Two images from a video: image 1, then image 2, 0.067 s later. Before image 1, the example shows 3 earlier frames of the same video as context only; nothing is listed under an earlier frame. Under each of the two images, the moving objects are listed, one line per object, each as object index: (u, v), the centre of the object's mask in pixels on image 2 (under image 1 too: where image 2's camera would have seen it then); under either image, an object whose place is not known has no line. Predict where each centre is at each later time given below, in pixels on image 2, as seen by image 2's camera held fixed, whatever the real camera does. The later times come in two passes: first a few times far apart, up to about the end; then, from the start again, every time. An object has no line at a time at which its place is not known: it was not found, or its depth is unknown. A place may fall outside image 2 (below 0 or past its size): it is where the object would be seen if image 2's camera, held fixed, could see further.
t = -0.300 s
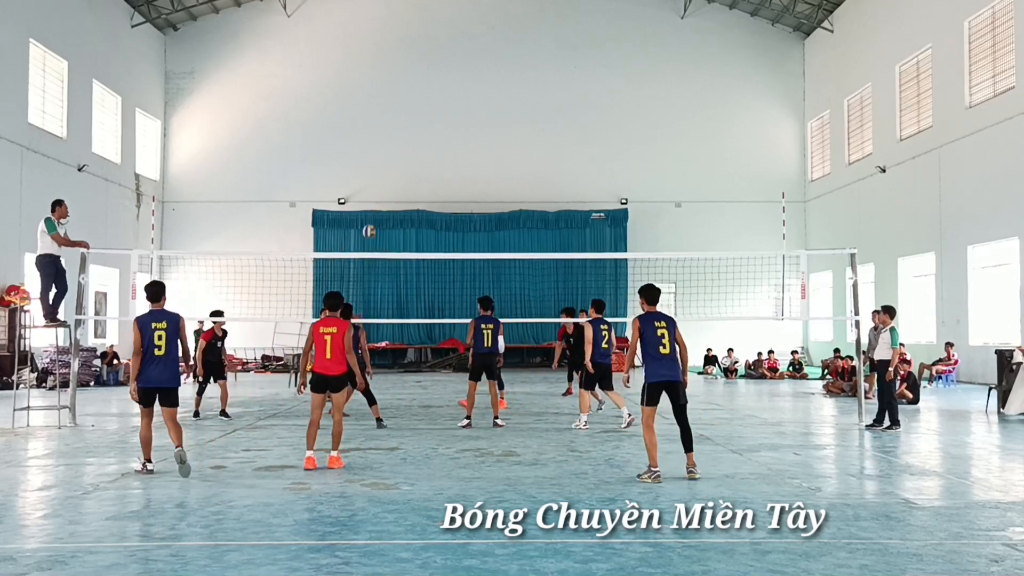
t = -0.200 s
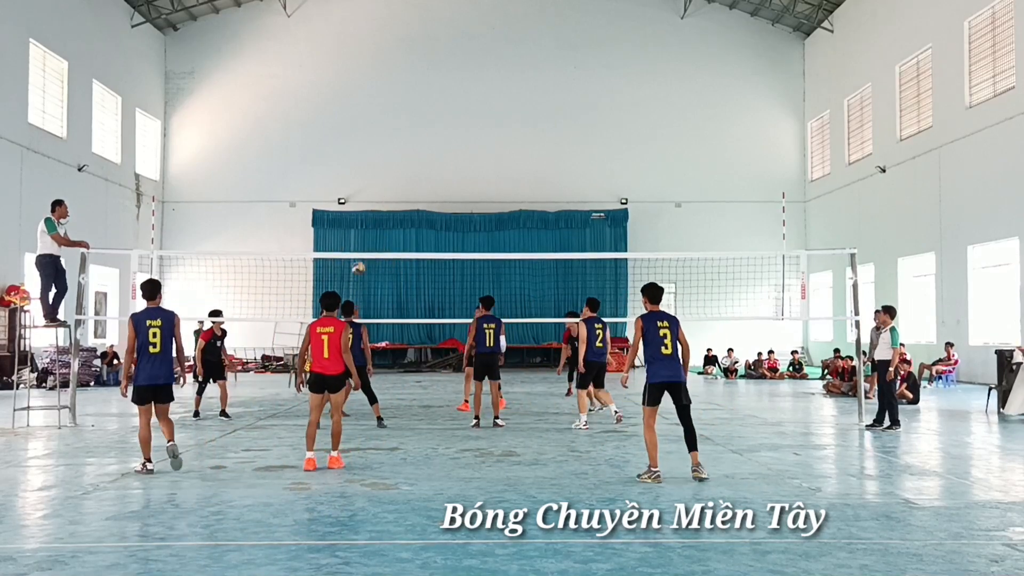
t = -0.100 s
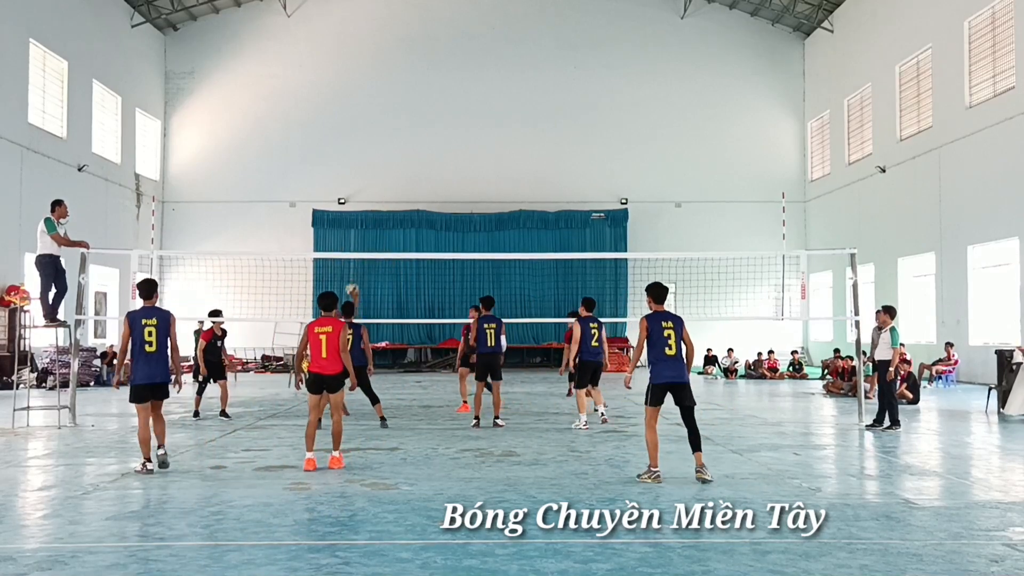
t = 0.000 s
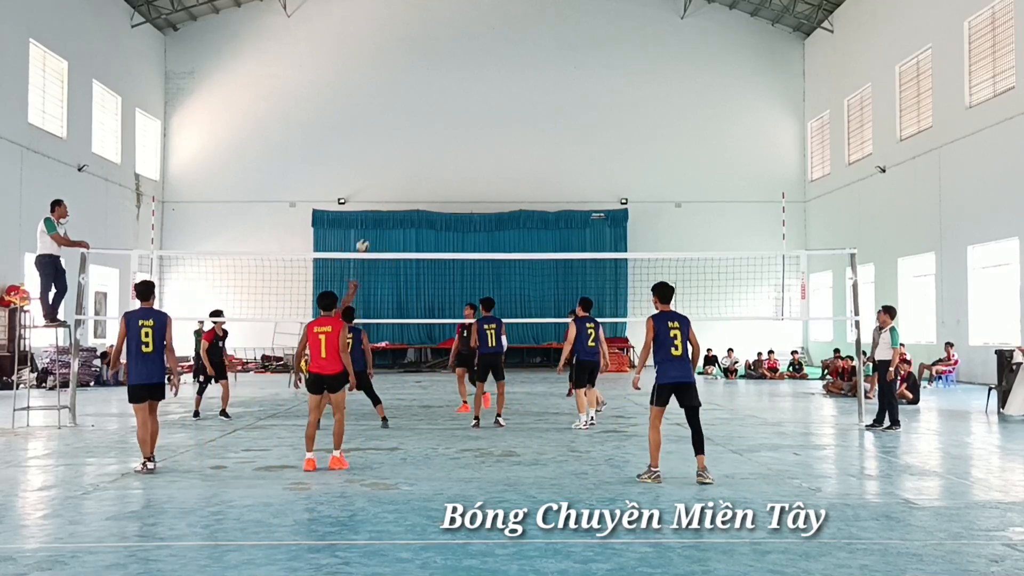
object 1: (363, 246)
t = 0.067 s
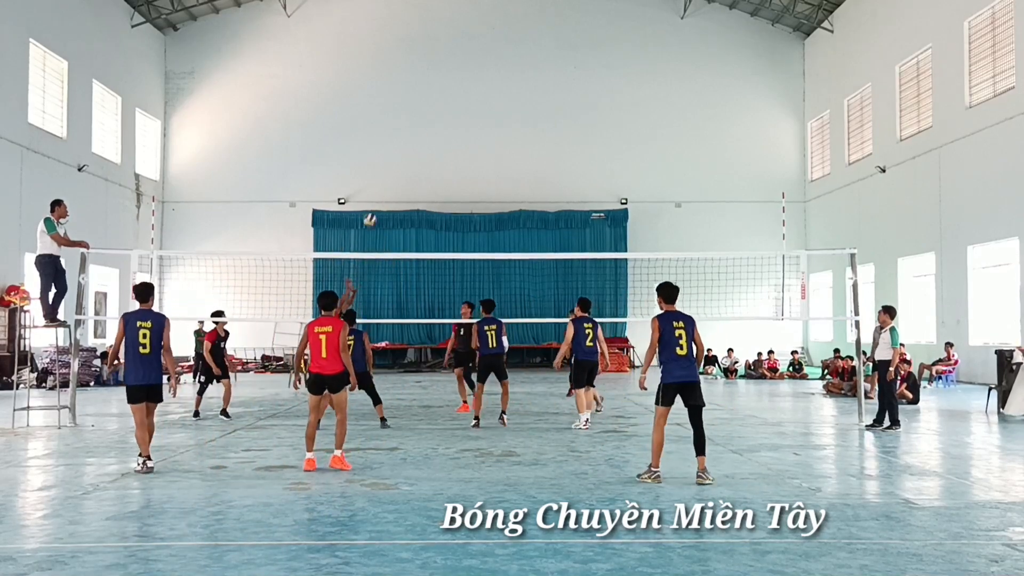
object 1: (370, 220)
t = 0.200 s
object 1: (383, 176)
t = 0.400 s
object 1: (403, 131)
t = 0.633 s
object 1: (426, 109)
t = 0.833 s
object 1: (446, 117)
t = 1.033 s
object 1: (466, 151)
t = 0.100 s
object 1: (373, 207)
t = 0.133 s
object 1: (377, 196)
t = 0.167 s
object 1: (380, 186)
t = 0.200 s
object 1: (383, 176)
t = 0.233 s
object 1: (386, 167)
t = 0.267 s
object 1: (390, 158)
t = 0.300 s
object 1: (393, 150)
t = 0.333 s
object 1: (397, 143)
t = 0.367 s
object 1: (400, 137)
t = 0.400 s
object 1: (403, 131)
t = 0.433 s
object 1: (406, 126)
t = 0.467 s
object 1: (410, 122)
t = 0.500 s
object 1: (413, 118)
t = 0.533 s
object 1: (416, 115)
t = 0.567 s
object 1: (420, 112)
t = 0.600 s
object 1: (423, 111)
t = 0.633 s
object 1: (426, 109)
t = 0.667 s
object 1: (429, 109)
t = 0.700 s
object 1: (433, 109)
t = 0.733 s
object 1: (436, 110)
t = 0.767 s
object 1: (440, 112)
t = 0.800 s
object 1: (443, 114)
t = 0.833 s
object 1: (446, 117)
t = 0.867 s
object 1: (449, 121)
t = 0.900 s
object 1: (453, 126)
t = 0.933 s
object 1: (456, 131)
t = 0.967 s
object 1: (459, 137)
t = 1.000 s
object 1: (462, 144)
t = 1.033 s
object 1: (466, 151)
